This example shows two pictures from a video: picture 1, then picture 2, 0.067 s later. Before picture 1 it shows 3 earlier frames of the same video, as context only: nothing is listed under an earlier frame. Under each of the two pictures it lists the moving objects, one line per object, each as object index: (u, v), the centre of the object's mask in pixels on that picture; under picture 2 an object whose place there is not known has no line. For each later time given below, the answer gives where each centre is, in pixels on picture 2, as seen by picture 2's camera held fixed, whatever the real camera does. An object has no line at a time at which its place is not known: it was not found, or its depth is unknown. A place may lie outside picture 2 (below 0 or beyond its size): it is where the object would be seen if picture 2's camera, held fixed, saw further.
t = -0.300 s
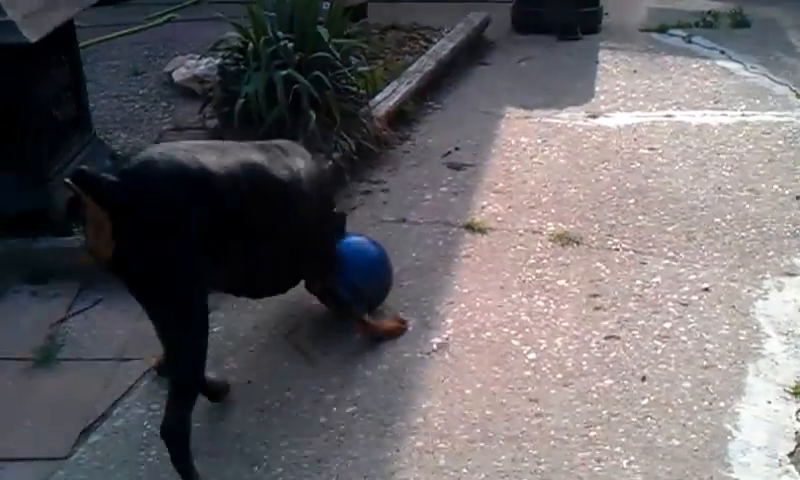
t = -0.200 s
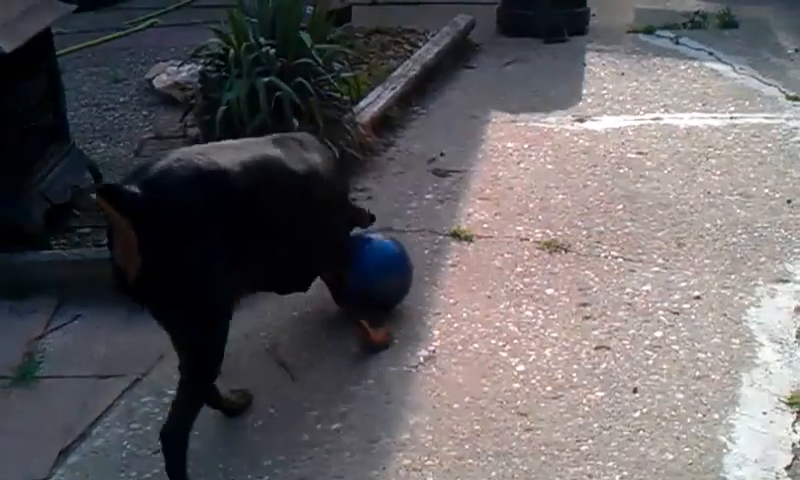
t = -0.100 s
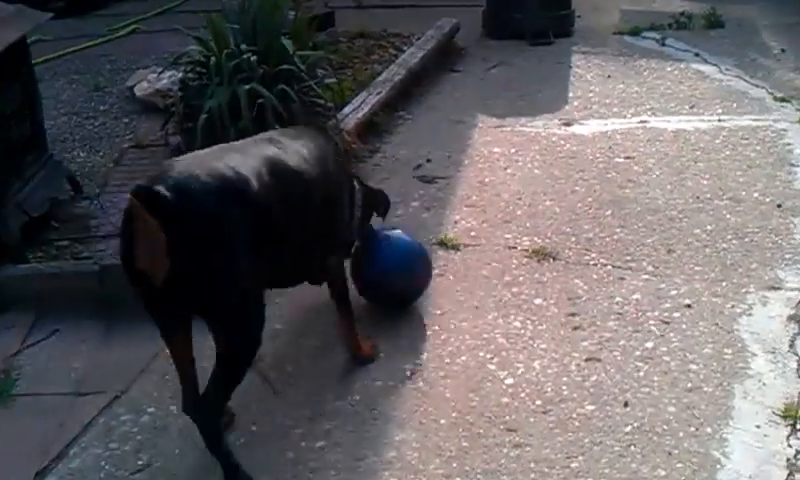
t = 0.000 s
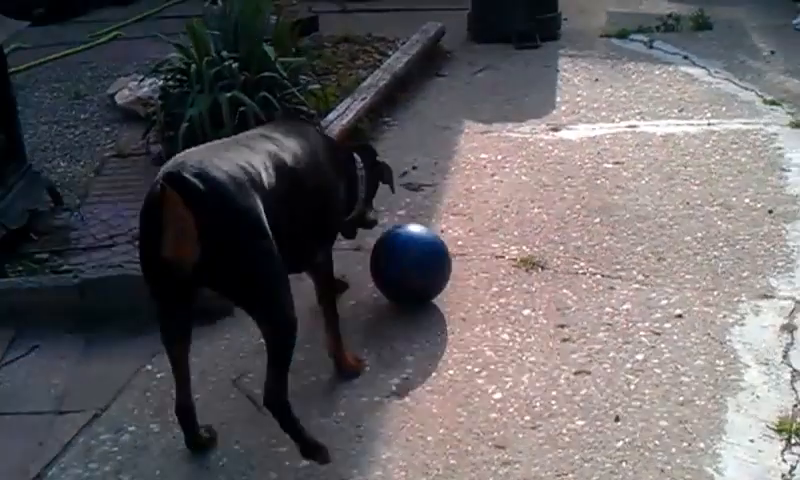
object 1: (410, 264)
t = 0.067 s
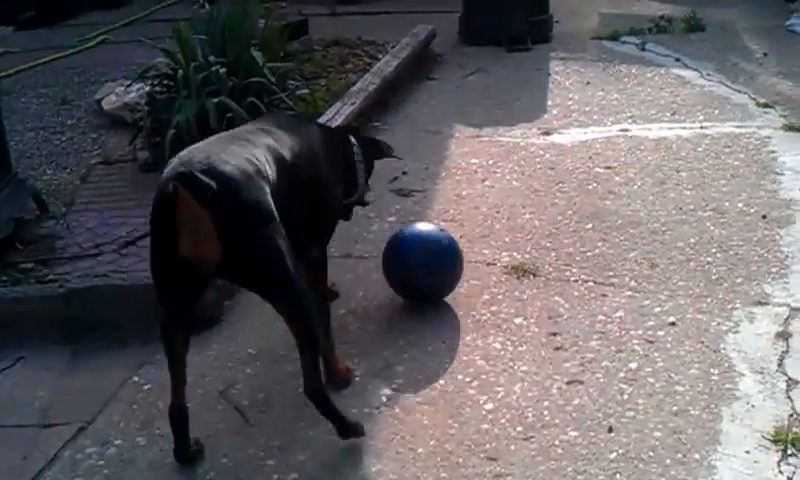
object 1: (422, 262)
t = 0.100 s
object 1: (433, 257)
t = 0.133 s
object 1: (444, 253)
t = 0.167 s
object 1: (454, 247)
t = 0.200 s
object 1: (465, 242)
